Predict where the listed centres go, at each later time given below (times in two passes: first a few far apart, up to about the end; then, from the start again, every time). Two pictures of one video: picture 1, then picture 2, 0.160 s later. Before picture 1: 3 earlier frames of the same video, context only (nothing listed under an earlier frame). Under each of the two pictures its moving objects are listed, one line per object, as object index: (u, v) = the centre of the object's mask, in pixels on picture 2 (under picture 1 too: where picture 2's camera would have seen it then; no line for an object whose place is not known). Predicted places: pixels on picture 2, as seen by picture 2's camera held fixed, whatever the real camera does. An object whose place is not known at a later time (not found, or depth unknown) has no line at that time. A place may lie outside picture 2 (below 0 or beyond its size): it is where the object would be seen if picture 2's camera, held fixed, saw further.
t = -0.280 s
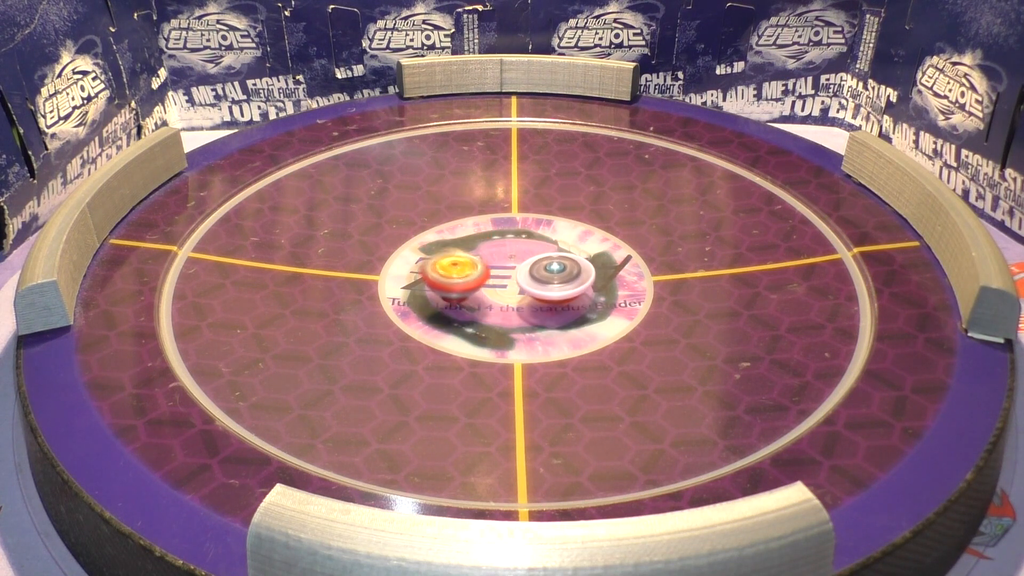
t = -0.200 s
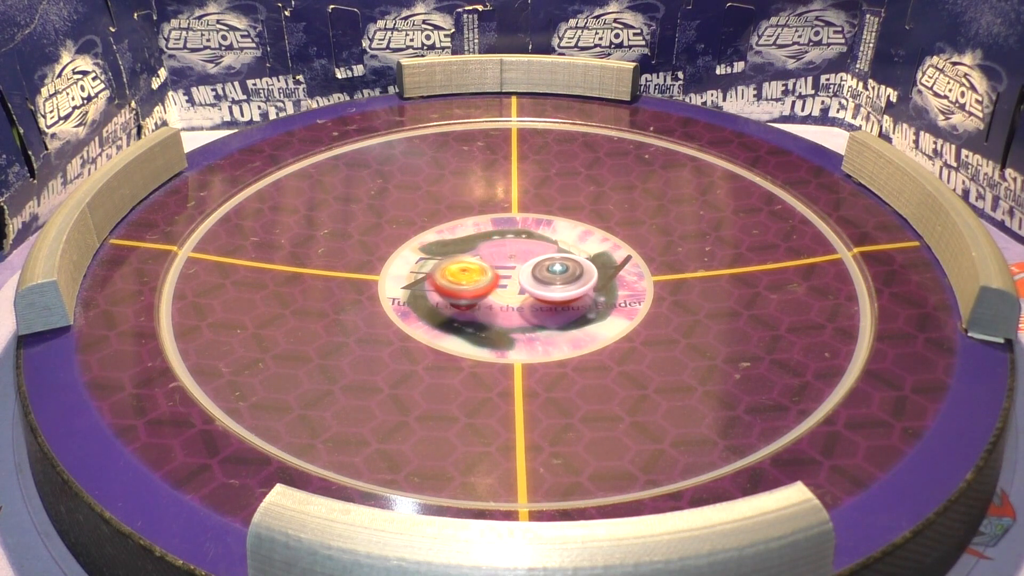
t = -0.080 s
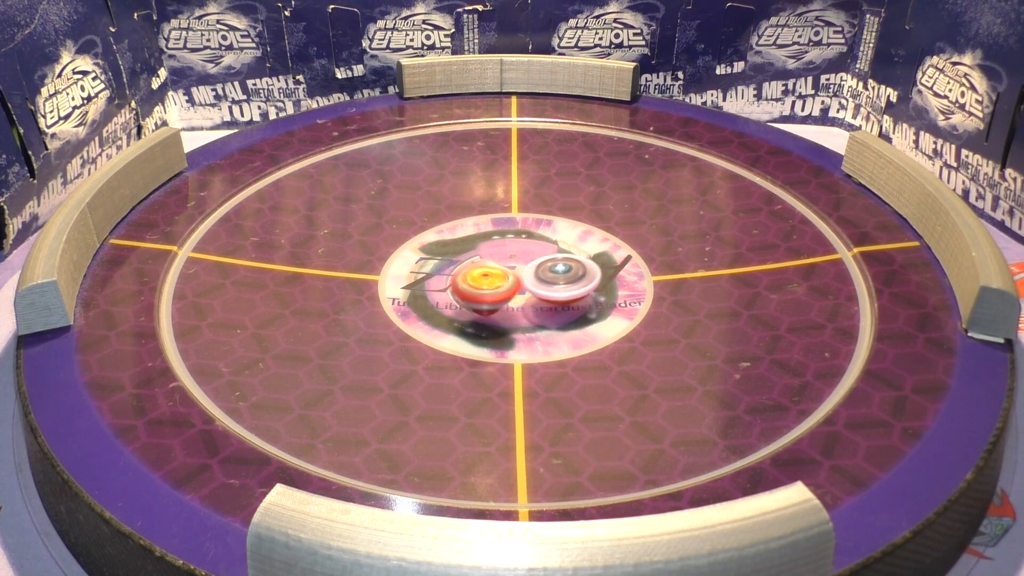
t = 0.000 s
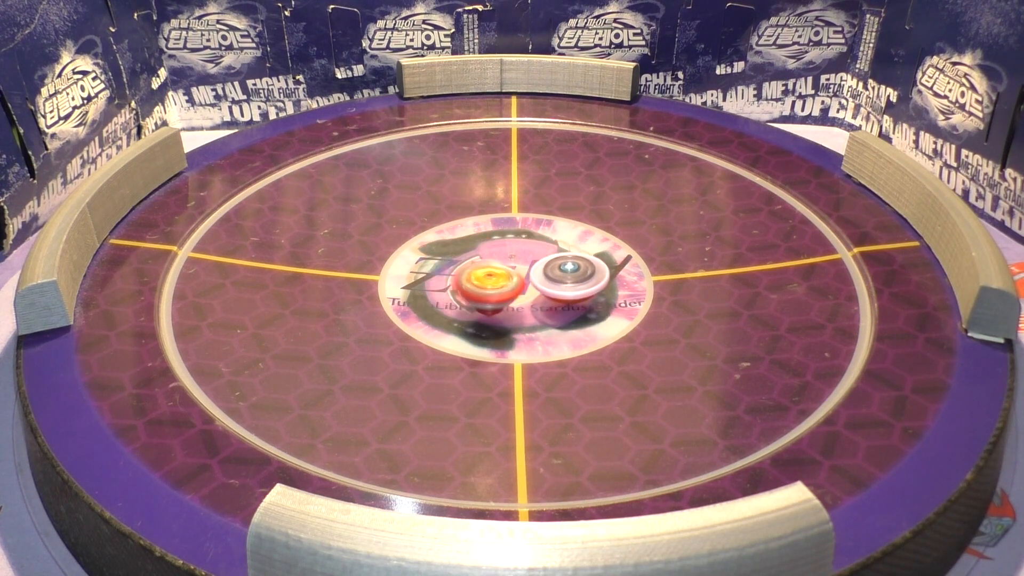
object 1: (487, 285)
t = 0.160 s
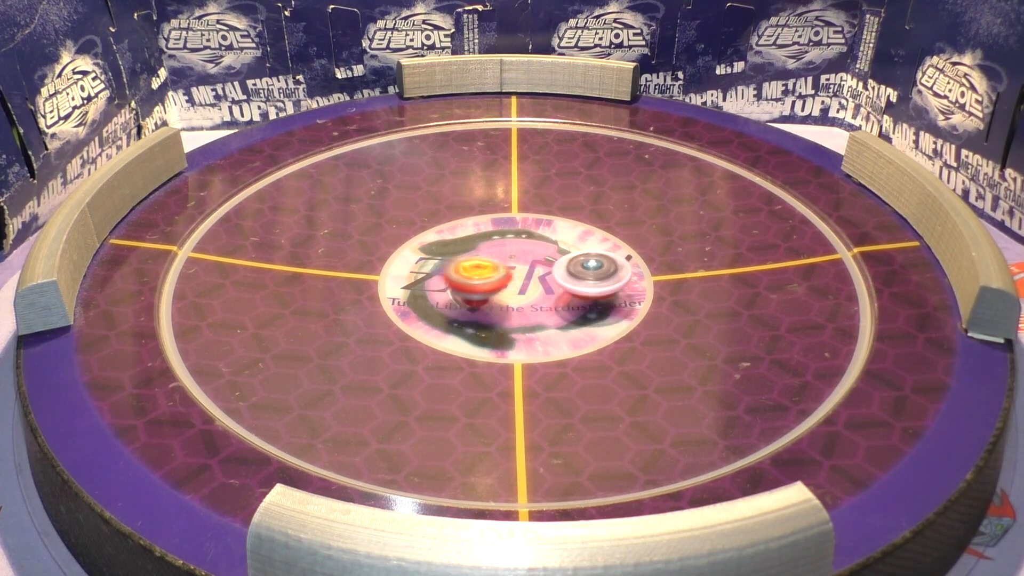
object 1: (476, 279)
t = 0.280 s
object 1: (443, 276)
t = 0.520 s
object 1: (405, 276)
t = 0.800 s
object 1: (391, 268)
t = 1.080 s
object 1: (437, 259)
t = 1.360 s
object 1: (346, 233)
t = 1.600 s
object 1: (318, 222)
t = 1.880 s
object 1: (340, 221)
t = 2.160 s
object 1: (421, 225)
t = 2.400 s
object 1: (487, 228)
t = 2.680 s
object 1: (533, 222)
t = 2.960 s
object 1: (564, 225)
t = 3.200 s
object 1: (578, 237)
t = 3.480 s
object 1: (576, 263)
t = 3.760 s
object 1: (557, 286)
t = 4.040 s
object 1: (531, 298)
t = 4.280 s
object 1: (502, 295)
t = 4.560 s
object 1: (472, 280)
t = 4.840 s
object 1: (457, 259)
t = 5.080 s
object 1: (459, 242)
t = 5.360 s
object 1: (481, 230)
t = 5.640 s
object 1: (519, 228)
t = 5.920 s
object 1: (552, 239)
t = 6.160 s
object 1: (569, 253)
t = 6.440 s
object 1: (570, 270)
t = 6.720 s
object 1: (549, 283)
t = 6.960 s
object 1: (516, 289)
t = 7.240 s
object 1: (481, 284)
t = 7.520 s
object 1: (462, 271)
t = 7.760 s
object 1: (463, 254)
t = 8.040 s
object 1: (479, 236)
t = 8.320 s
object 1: (505, 229)
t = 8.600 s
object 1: (536, 234)
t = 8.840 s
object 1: (560, 244)
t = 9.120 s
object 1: (571, 261)
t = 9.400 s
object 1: (557, 277)
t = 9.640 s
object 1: (531, 286)
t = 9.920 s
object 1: (501, 297)
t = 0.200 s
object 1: (464, 277)
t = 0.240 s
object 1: (452, 276)
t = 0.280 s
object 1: (443, 276)
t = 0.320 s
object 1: (435, 276)
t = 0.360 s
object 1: (428, 276)
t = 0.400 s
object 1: (421, 276)
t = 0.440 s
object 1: (416, 277)
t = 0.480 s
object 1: (410, 277)
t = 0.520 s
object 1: (405, 276)
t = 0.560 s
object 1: (400, 276)
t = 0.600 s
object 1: (397, 274)
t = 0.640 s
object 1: (394, 273)
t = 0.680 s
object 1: (391, 272)
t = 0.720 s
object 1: (389, 271)
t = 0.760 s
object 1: (389, 270)
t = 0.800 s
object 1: (391, 268)
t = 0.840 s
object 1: (394, 267)
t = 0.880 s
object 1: (398, 266)
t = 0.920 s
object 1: (404, 265)
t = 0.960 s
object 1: (410, 264)
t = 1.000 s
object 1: (419, 263)
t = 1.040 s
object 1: (428, 260)
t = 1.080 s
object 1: (437, 259)
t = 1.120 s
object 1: (435, 254)
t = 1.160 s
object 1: (412, 249)
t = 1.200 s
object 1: (393, 243)
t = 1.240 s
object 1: (378, 240)
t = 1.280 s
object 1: (365, 238)
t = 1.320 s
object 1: (355, 235)
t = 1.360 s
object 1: (346, 233)
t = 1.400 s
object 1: (339, 231)
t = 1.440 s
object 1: (333, 229)
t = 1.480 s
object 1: (328, 227)
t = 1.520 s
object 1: (324, 226)
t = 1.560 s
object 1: (320, 224)
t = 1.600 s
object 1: (318, 222)
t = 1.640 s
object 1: (316, 221)
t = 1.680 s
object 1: (316, 220)
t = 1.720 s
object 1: (318, 220)
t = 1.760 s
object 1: (321, 221)
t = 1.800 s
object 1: (326, 221)
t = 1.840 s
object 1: (332, 221)
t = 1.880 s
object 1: (340, 221)
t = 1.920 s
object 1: (349, 221)
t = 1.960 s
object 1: (359, 222)
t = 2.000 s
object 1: (370, 221)
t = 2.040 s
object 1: (382, 221)
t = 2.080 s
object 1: (394, 222)
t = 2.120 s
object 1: (407, 223)
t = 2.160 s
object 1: (421, 225)
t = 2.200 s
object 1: (435, 227)
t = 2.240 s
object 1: (450, 229)
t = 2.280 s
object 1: (464, 230)
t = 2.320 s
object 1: (474, 230)
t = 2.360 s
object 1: (480, 229)
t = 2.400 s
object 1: (487, 228)
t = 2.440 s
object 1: (494, 225)
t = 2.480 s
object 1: (500, 224)
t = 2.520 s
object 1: (507, 223)
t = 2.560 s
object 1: (513, 222)
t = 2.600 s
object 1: (520, 222)
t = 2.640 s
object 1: (527, 222)
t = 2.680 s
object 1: (533, 222)
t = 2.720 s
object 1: (539, 222)
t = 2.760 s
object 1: (544, 222)
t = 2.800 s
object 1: (549, 222)
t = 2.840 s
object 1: (554, 223)
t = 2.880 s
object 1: (558, 223)
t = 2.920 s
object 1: (562, 224)
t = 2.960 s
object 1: (564, 225)
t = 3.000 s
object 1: (567, 226)
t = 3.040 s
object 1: (570, 228)
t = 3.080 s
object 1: (573, 230)
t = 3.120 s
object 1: (575, 232)
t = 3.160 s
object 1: (576, 235)
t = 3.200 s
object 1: (578, 237)
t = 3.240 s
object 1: (578, 241)
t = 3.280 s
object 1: (579, 244)
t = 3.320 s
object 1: (579, 247)
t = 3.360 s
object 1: (579, 251)
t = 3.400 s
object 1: (578, 255)
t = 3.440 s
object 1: (577, 259)
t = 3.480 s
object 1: (576, 263)
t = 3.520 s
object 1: (574, 267)
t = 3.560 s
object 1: (572, 270)
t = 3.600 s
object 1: (569, 273)
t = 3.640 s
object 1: (567, 277)
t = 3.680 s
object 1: (564, 280)
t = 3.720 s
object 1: (562, 283)
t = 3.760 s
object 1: (557, 286)
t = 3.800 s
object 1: (554, 288)
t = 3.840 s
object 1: (551, 291)
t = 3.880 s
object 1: (547, 293)
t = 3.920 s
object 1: (543, 295)
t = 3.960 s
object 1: (539, 296)
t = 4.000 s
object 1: (535, 298)
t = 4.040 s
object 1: (531, 298)
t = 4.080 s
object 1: (526, 299)
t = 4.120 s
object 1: (522, 299)
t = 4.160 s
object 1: (517, 299)
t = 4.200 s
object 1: (512, 298)
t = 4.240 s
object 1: (507, 297)
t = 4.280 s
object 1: (502, 295)
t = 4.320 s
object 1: (496, 293)
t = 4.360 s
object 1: (492, 292)
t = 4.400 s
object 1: (487, 289)
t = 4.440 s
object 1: (482, 288)
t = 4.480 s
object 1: (479, 285)
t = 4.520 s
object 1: (475, 283)
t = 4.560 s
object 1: (472, 280)
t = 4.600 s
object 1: (468, 276)
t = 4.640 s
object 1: (466, 274)
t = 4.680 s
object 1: (463, 271)
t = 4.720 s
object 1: (461, 268)
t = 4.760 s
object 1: (459, 264)
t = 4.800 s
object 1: (458, 262)
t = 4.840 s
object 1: (457, 259)
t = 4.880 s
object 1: (457, 256)
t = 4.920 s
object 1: (456, 253)
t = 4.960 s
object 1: (456, 249)
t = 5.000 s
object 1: (457, 246)
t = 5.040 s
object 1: (458, 244)
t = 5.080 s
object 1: (459, 242)
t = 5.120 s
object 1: (461, 239)
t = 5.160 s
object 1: (463, 237)
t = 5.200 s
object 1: (466, 235)
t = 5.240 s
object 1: (469, 233)
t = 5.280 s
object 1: (473, 231)
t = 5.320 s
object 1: (477, 231)
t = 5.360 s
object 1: (481, 230)
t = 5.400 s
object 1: (487, 229)
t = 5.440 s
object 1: (492, 228)
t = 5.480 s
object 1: (497, 228)
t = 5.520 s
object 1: (502, 228)
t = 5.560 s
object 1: (508, 228)
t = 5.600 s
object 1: (513, 228)
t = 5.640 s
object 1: (519, 228)
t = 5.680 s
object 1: (525, 230)
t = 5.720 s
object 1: (529, 231)
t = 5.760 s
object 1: (534, 232)
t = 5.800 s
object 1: (539, 234)
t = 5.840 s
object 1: (543, 235)
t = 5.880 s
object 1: (547, 236)
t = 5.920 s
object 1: (552, 239)
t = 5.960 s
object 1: (555, 241)
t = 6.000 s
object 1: (559, 243)
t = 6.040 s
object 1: (562, 245)
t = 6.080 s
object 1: (565, 248)
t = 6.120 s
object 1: (567, 250)
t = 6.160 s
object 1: (569, 253)
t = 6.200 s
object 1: (571, 255)
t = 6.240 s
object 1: (572, 258)
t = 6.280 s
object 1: (572, 260)
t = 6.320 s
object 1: (572, 263)
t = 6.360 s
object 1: (573, 265)
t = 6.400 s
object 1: (572, 268)
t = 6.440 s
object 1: (570, 270)
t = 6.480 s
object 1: (568, 272)
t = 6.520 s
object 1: (566, 275)
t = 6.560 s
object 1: (563, 276)
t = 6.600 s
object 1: (560, 279)
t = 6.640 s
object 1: (557, 281)
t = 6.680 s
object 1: (553, 282)
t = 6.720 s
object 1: (549, 283)
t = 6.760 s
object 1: (543, 285)
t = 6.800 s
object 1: (538, 285)
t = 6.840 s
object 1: (533, 286)
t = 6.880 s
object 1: (527, 288)
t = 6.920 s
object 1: (521, 288)
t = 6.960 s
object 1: (516, 289)
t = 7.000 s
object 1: (511, 289)
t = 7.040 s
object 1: (506, 288)
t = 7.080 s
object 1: (500, 288)
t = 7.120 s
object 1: (494, 287)
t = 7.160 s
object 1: (490, 286)
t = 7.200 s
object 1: (485, 285)
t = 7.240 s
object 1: (481, 284)
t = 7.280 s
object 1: (477, 283)
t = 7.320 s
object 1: (473, 282)
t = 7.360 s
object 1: (469, 280)
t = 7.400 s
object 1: (467, 278)
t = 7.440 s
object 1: (465, 277)
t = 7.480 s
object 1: (464, 274)
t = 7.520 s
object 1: (462, 271)
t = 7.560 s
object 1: (461, 269)
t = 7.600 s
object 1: (461, 266)
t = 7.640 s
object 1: (461, 263)
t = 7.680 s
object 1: (462, 261)
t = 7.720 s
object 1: (462, 258)
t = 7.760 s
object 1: (463, 254)
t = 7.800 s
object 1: (464, 252)
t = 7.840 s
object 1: (467, 250)
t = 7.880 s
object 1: (468, 246)
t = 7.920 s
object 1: (471, 243)
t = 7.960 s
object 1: (474, 241)
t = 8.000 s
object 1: (476, 239)
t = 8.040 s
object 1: (479, 236)
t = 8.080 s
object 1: (483, 235)
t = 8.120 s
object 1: (486, 233)
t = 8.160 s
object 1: (490, 232)
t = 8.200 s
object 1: (493, 230)
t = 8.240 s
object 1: (498, 230)
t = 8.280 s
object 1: (502, 229)
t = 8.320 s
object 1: (505, 229)
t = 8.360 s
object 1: (510, 229)
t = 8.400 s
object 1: (514, 229)
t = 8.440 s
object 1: (519, 229)
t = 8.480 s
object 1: (523, 230)
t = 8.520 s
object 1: (527, 231)
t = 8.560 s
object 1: (532, 233)
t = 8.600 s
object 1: (536, 234)
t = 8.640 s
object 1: (541, 235)
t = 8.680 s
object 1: (545, 236)
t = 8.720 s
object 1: (549, 238)
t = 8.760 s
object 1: (554, 240)
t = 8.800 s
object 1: (557, 242)
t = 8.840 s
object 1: (560, 244)
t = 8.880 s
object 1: (563, 246)
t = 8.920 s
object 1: (565, 248)
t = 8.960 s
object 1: (567, 251)
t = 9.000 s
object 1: (569, 254)
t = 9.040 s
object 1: (570, 256)
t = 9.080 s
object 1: (570, 258)
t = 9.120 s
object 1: (571, 261)
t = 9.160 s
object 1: (571, 264)
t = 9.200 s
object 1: (569, 266)
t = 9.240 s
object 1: (568, 269)
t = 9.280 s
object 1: (565, 271)
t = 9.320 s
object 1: (564, 273)
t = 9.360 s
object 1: (561, 275)
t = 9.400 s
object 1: (557, 277)
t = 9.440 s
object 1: (554, 279)
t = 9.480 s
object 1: (550, 281)
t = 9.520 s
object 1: (545, 283)
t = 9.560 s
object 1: (541, 284)
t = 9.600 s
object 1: (537, 285)
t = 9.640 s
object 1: (531, 286)
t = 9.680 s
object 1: (526, 289)
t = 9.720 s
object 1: (522, 292)
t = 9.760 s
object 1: (517, 294)
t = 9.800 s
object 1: (513, 295)
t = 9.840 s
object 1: (509, 296)
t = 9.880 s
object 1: (506, 297)
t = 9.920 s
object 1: (501, 297)
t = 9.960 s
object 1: (496, 297)
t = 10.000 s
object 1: (491, 296)
